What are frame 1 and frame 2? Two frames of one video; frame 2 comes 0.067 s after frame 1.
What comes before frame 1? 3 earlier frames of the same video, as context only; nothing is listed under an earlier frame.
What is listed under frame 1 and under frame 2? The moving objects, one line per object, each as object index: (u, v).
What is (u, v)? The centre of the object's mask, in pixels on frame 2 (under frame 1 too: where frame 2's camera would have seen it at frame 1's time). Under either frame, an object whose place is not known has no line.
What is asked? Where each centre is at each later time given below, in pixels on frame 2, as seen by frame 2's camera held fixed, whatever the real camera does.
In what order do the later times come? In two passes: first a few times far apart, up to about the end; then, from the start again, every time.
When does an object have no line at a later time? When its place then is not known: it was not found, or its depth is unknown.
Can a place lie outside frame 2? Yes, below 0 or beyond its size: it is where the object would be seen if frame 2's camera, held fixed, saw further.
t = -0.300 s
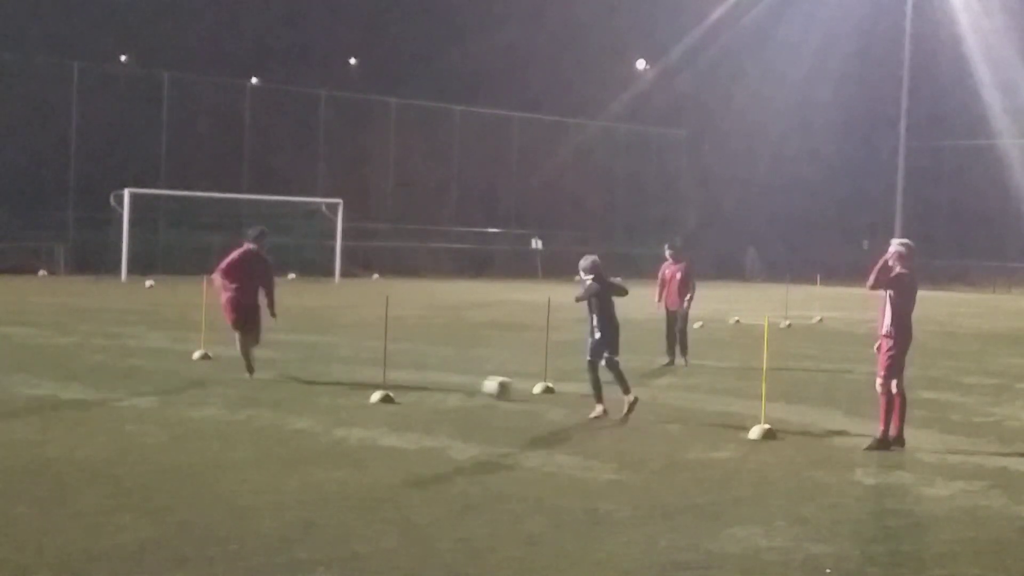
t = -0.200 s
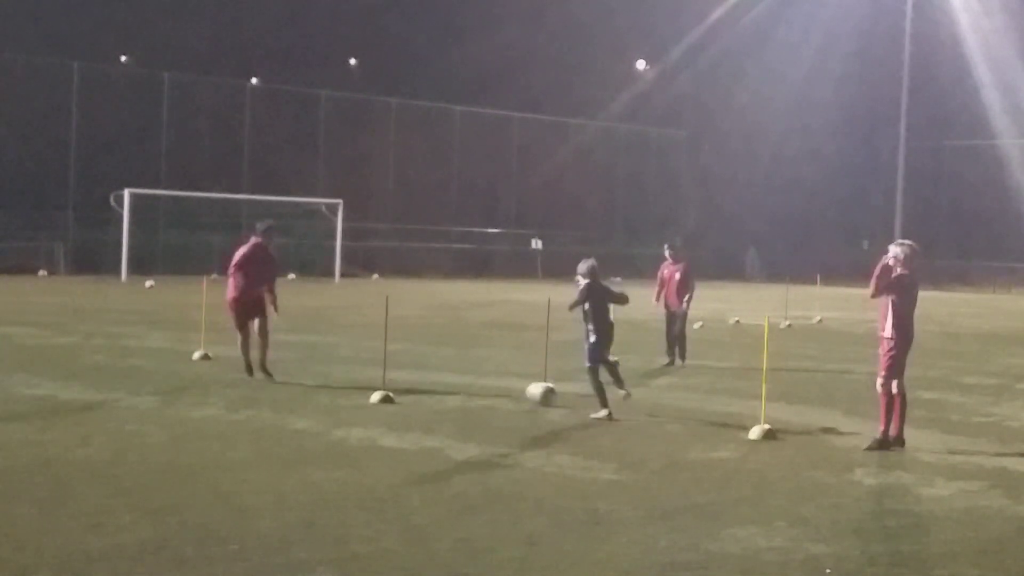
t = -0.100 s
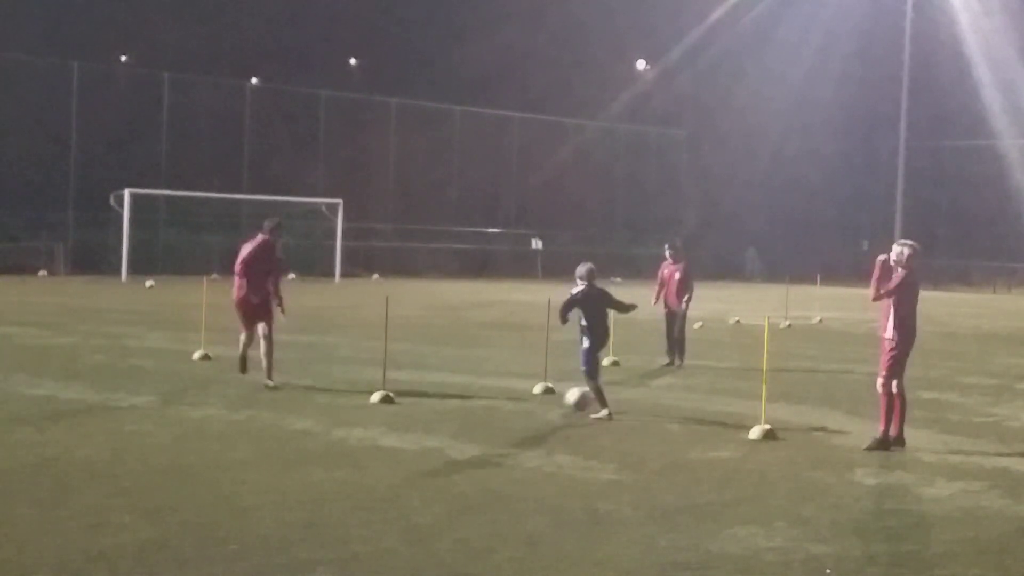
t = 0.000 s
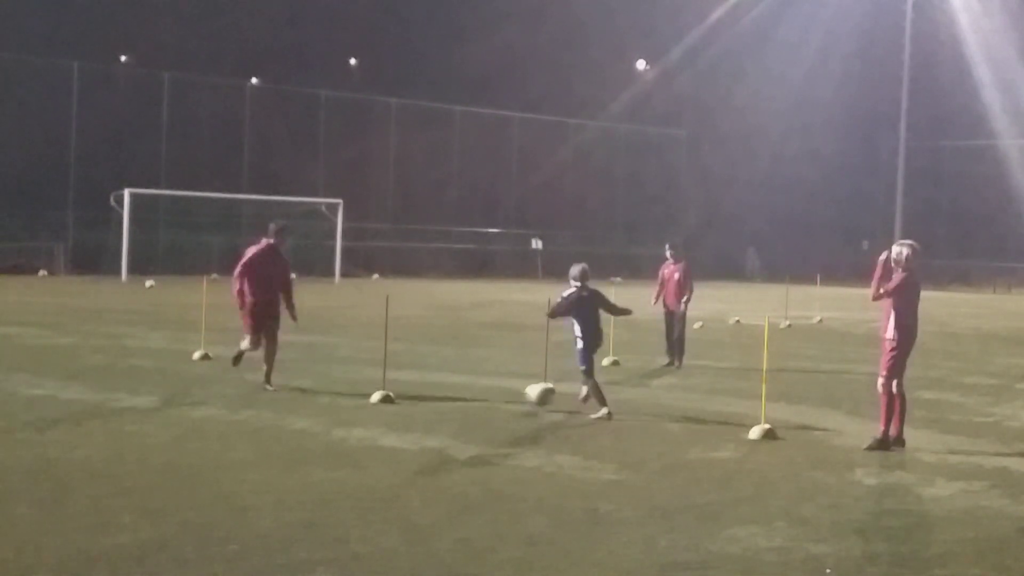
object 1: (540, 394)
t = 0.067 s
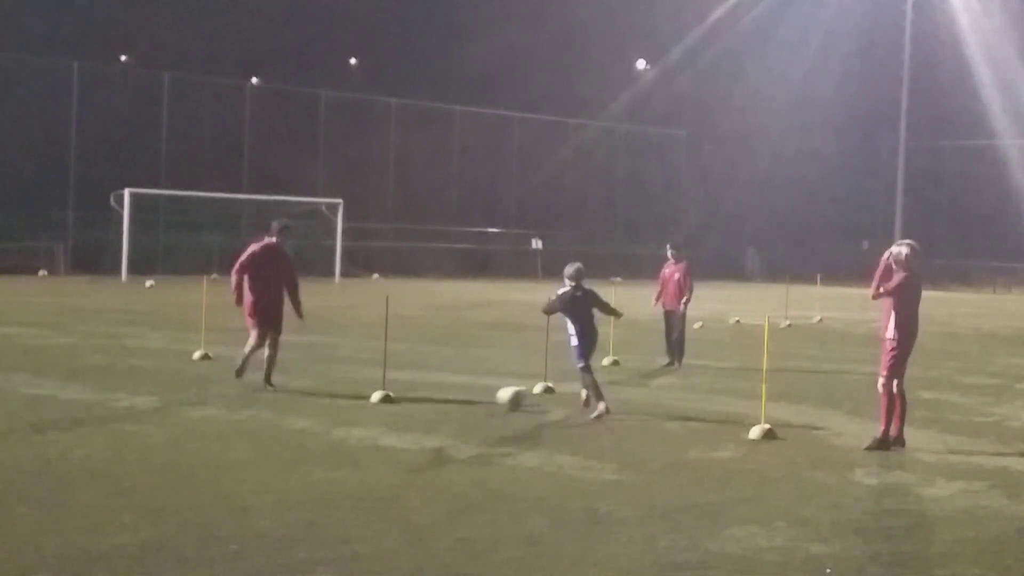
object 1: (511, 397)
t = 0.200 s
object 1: (466, 396)
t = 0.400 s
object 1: (408, 399)
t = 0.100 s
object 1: (498, 398)
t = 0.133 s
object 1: (487, 396)
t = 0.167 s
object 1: (477, 396)
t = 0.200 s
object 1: (466, 396)
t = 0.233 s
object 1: (455, 398)
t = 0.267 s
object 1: (447, 398)
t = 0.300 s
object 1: (437, 398)
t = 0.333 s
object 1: (426, 399)
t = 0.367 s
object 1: (417, 399)
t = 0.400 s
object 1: (408, 399)
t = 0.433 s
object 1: (397, 400)
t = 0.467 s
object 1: (385, 401)
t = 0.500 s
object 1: (379, 400)
